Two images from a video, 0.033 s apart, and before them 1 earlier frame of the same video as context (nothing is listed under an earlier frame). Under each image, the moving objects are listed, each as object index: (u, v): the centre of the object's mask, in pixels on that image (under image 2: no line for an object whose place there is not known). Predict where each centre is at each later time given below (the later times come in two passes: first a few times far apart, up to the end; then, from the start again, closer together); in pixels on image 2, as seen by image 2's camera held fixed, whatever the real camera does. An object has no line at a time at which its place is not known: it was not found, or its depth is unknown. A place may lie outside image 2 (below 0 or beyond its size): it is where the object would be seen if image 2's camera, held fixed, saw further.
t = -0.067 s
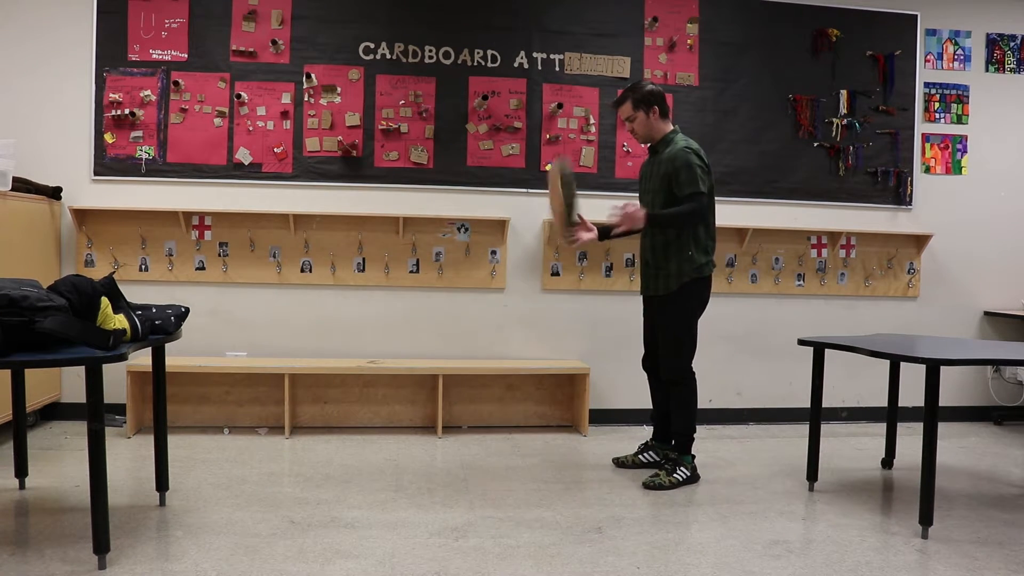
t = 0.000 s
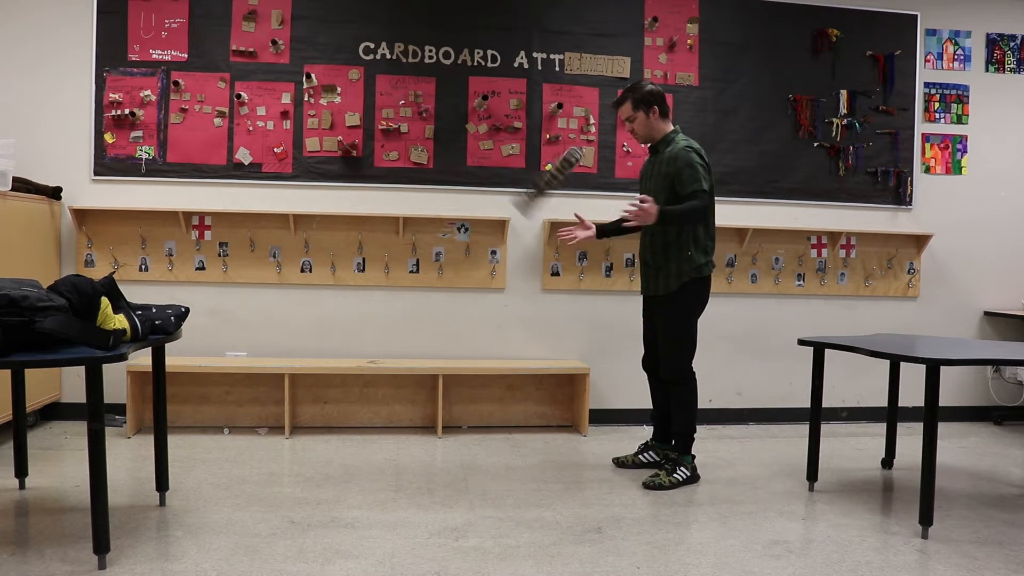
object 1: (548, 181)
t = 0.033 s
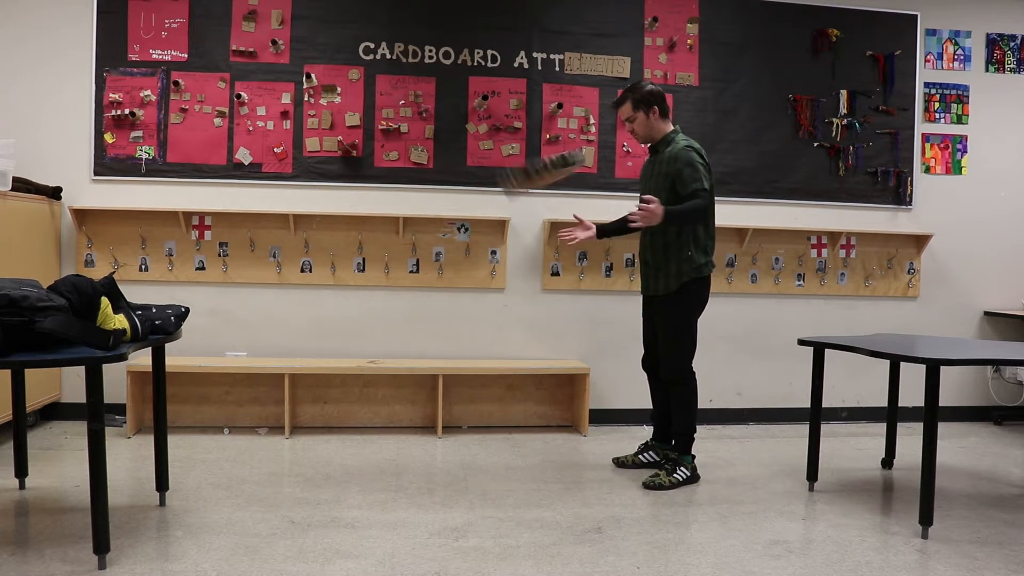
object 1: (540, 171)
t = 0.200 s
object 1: (506, 167)
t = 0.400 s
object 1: (458, 234)
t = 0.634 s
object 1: (395, 403)
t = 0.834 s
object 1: (354, 467)
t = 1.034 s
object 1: (346, 469)
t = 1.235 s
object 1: (346, 469)
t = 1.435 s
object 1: (346, 469)
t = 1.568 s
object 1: (346, 469)
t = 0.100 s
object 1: (526, 163)
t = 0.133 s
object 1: (519, 162)
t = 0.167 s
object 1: (513, 163)
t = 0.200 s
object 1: (506, 167)
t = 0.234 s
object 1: (500, 171)
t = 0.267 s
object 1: (492, 183)
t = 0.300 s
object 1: (483, 191)
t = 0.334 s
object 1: (474, 204)
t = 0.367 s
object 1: (467, 220)
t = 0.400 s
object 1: (458, 234)
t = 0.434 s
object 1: (450, 253)
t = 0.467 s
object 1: (441, 274)
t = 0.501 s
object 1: (432, 297)
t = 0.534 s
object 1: (423, 322)
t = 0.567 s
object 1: (416, 343)
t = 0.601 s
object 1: (411, 371)
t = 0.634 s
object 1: (395, 403)
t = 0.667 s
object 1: (391, 431)
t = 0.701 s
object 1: (375, 460)
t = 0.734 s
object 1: (367, 467)
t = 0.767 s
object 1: (362, 466)
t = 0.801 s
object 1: (358, 466)
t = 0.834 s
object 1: (354, 467)
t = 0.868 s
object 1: (352, 468)
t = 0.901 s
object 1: (349, 469)
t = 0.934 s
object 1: (347, 469)
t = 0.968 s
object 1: (346, 469)
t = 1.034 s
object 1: (346, 469)
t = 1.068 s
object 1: (346, 469)
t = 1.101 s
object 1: (346, 469)
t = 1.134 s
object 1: (346, 469)
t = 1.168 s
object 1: (346, 469)
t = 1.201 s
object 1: (346, 469)
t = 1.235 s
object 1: (346, 469)
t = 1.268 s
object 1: (346, 469)
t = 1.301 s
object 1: (346, 469)
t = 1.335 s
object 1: (346, 469)
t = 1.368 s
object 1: (346, 469)
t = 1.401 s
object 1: (346, 469)
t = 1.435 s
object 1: (346, 469)
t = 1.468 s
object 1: (346, 469)
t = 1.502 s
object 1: (346, 469)
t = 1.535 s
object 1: (346, 469)
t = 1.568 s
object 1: (346, 469)
